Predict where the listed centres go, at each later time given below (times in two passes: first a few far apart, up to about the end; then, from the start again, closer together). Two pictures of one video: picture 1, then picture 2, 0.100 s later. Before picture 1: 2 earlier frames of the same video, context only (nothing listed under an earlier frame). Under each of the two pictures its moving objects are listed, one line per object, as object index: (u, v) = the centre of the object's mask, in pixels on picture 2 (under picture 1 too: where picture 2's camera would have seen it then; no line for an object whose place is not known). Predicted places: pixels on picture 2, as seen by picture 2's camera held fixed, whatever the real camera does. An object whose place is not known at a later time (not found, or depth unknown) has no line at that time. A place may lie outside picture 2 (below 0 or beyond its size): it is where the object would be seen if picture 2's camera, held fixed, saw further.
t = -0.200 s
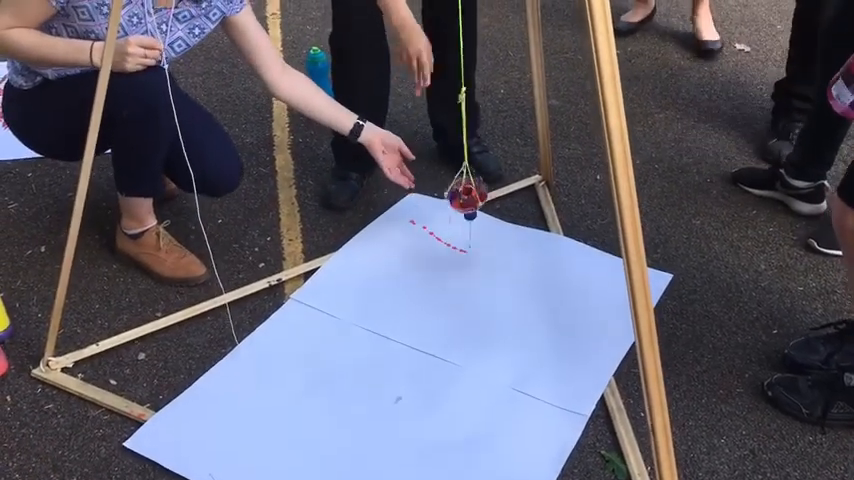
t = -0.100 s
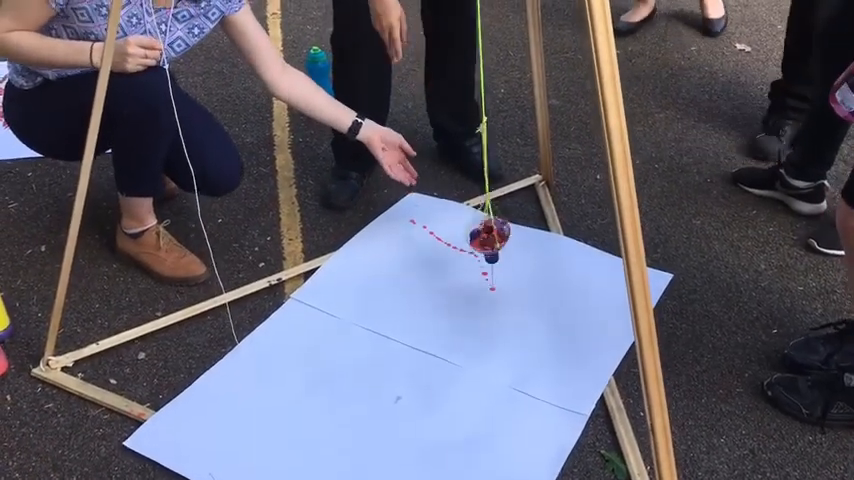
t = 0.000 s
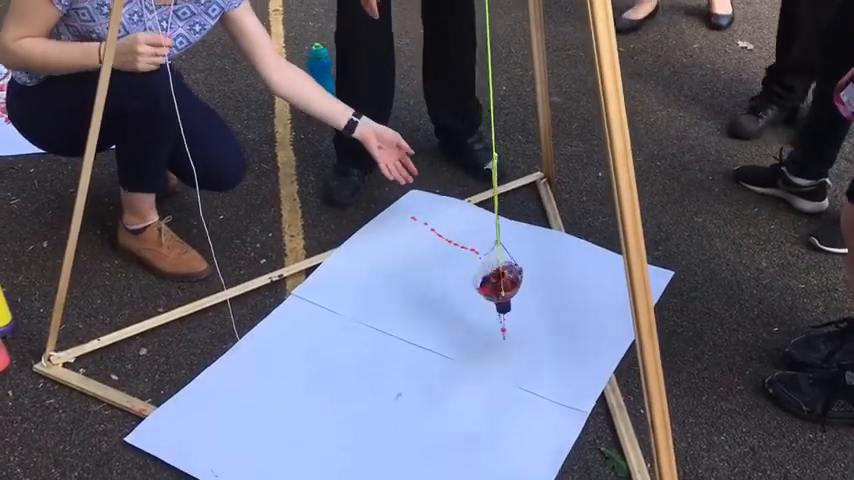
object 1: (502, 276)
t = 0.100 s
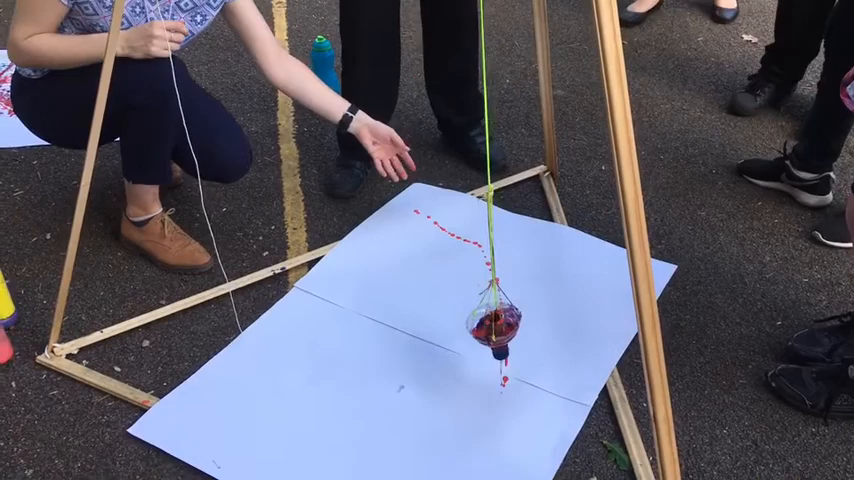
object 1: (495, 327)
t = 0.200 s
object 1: (471, 367)
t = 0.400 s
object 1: (395, 375)
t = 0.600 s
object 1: (358, 297)
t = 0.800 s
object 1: (382, 207)
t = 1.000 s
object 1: (437, 171)
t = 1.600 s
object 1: (447, 372)
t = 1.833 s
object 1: (367, 343)
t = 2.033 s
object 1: (364, 258)
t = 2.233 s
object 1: (406, 187)
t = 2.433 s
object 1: (464, 184)
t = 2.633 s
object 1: (500, 248)
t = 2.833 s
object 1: (480, 334)
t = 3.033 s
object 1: (409, 368)
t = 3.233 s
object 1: (358, 319)
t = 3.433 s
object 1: (373, 236)
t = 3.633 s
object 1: (426, 186)
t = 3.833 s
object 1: (480, 201)
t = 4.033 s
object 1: (502, 271)
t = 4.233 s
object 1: (460, 345)
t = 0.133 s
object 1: (489, 342)
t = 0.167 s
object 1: (481, 355)
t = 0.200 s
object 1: (471, 367)
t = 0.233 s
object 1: (459, 375)
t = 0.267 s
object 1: (447, 381)
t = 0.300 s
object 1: (434, 384)
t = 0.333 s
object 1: (420, 384)
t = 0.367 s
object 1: (407, 381)
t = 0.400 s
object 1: (395, 375)
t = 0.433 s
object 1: (385, 367)
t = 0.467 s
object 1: (375, 354)
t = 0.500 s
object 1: (368, 344)
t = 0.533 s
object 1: (362, 329)
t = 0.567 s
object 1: (359, 314)
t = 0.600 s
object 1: (358, 297)
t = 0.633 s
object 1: (358, 281)
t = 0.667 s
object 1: (360, 264)
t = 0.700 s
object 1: (363, 248)
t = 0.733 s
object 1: (368, 233)
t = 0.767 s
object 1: (374, 219)
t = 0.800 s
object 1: (382, 207)
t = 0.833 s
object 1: (390, 196)
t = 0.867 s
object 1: (398, 187)
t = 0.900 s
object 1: (407, 179)
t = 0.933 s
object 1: (416, 174)
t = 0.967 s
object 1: (426, 171)
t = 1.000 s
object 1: (437, 171)
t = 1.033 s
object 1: (446, 172)
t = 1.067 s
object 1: (455, 176)
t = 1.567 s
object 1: (459, 365)
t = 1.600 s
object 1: (447, 372)
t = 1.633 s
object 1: (434, 375)
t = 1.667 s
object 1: (420, 376)
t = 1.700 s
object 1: (408, 374)
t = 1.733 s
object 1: (396, 371)
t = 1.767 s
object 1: (384, 363)
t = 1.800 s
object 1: (375, 354)
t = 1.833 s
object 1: (367, 343)
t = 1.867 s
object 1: (362, 330)
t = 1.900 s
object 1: (358, 316)
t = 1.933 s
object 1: (357, 301)
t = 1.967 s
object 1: (357, 286)
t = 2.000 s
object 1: (361, 273)
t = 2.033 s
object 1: (364, 258)
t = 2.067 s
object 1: (368, 242)
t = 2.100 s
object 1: (374, 228)
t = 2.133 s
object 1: (380, 216)
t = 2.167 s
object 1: (388, 204)
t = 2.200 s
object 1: (397, 196)
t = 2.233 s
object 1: (406, 187)
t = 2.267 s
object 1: (416, 182)
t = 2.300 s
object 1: (426, 178)
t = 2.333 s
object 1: (436, 177)
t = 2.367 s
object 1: (446, 177)
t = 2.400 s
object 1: (455, 180)
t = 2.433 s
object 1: (464, 184)
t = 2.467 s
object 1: (472, 191)
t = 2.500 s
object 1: (480, 199)
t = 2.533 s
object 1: (487, 209)
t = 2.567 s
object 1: (493, 221)
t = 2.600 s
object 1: (498, 233)
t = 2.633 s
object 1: (500, 248)
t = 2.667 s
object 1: (501, 262)
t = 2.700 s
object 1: (501, 277)
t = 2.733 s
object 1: (498, 292)
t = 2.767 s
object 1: (494, 307)
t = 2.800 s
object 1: (488, 322)
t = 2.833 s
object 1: (480, 334)
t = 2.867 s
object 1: (471, 345)
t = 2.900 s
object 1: (460, 354)
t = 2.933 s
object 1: (448, 362)
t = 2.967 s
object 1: (435, 366)
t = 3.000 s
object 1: (422, 368)
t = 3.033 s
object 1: (409, 368)
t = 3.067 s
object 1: (397, 365)
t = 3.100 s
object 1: (386, 360)
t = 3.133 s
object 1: (376, 352)
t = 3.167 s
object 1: (368, 343)
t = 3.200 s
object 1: (362, 332)
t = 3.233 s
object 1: (358, 319)
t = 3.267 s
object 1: (356, 305)
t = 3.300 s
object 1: (356, 291)
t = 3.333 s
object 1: (358, 277)
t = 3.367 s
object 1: (361, 263)
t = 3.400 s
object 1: (366, 249)
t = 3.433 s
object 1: (373, 236)
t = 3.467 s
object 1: (380, 224)
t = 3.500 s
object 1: (388, 214)
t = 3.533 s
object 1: (397, 204)
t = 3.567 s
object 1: (406, 196)
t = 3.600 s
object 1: (416, 190)
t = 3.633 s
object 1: (426, 186)
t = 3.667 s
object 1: (436, 183)
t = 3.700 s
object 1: (445, 184)
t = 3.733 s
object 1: (455, 185)
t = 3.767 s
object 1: (464, 189)
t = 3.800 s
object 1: (473, 194)
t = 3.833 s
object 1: (480, 201)
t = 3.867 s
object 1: (487, 210)
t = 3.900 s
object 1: (493, 220)
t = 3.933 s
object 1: (498, 230)
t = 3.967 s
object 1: (501, 243)
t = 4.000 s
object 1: (502, 257)
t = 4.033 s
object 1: (502, 271)
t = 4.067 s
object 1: (499, 285)
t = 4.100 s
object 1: (495, 299)
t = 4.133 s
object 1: (489, 313)
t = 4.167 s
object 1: (481, 325)
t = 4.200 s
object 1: (471, 336)
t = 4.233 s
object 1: (460, 345)
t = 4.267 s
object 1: (448, 353)
